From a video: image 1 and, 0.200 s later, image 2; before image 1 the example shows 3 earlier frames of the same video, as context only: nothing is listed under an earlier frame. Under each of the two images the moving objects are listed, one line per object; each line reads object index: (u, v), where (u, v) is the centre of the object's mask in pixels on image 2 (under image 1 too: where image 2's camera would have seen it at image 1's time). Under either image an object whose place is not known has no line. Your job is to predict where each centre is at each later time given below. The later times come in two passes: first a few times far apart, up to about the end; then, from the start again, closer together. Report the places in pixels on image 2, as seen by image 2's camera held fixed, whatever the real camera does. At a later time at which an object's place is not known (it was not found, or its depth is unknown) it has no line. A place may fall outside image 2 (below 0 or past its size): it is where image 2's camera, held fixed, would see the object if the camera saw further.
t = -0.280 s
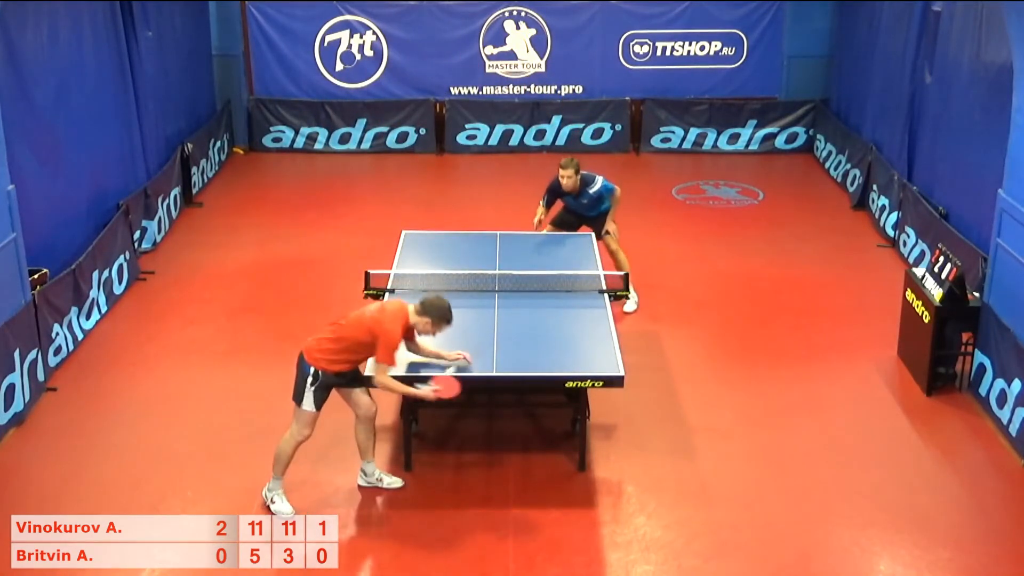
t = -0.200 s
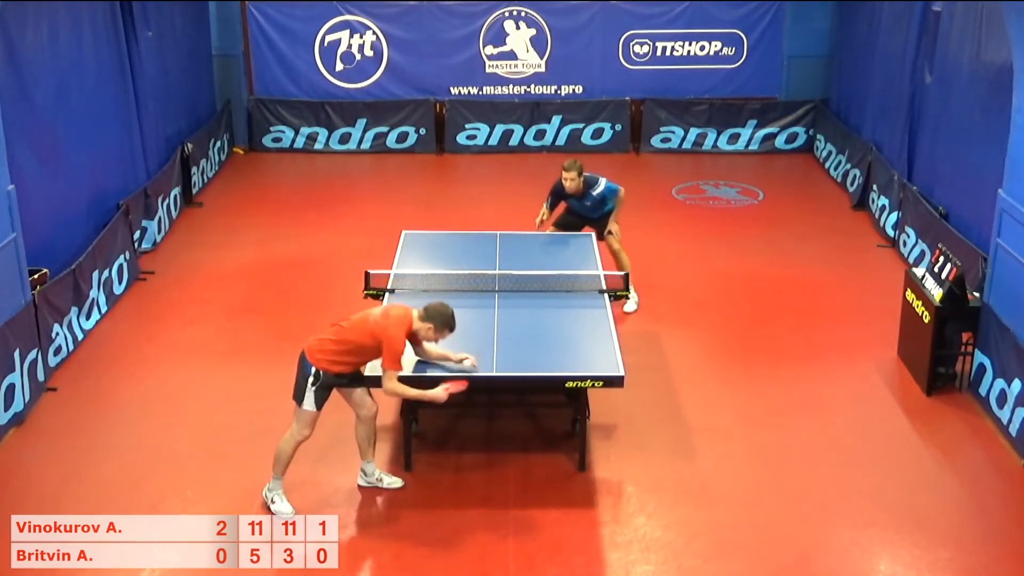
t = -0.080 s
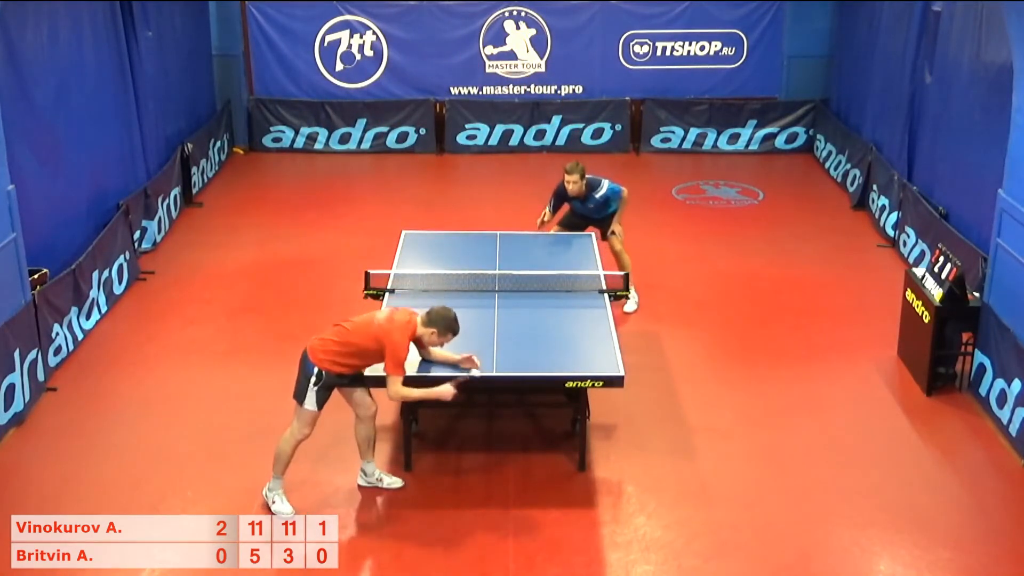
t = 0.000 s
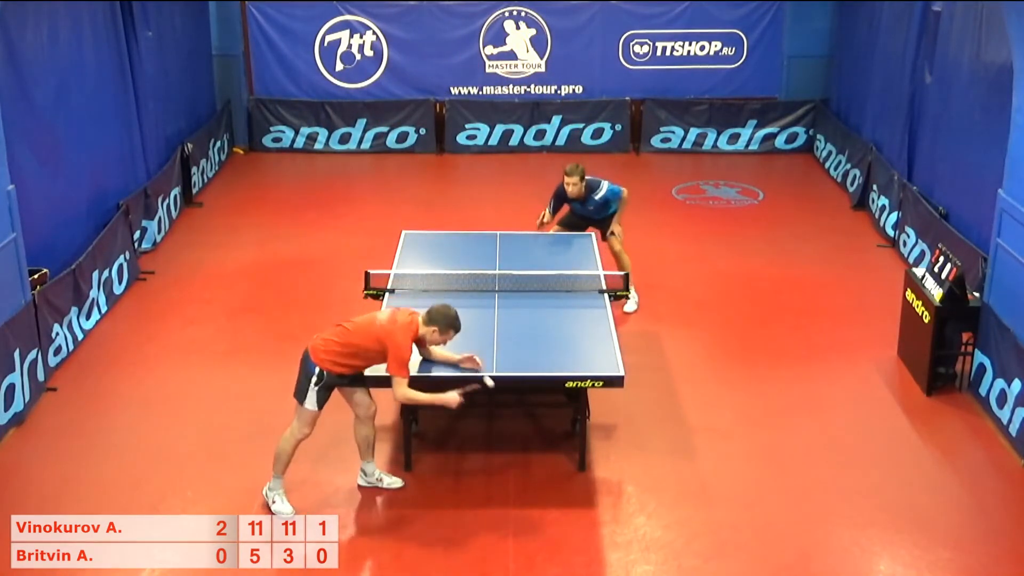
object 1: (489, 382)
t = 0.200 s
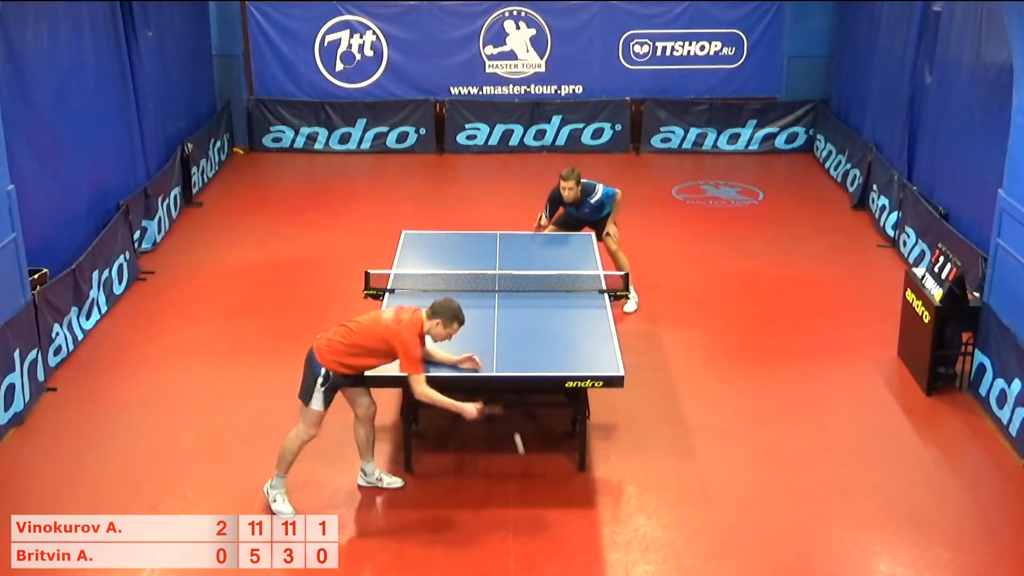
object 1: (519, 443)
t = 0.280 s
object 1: (529, 483)
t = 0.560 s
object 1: (560, 450)
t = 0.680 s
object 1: (572, 461)
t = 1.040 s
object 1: (604, 485)
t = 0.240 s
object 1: (524, 463)
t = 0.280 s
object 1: (529, 483)
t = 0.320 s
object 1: (535, 491)
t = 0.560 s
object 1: (560, 450)
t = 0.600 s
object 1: (564, 452)
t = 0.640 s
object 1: (568, 455)
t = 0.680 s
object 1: (572, 461)
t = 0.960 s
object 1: (597, 485)
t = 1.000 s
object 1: (600, 484)
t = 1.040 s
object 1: (604, 485)
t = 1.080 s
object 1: (607, 488)
